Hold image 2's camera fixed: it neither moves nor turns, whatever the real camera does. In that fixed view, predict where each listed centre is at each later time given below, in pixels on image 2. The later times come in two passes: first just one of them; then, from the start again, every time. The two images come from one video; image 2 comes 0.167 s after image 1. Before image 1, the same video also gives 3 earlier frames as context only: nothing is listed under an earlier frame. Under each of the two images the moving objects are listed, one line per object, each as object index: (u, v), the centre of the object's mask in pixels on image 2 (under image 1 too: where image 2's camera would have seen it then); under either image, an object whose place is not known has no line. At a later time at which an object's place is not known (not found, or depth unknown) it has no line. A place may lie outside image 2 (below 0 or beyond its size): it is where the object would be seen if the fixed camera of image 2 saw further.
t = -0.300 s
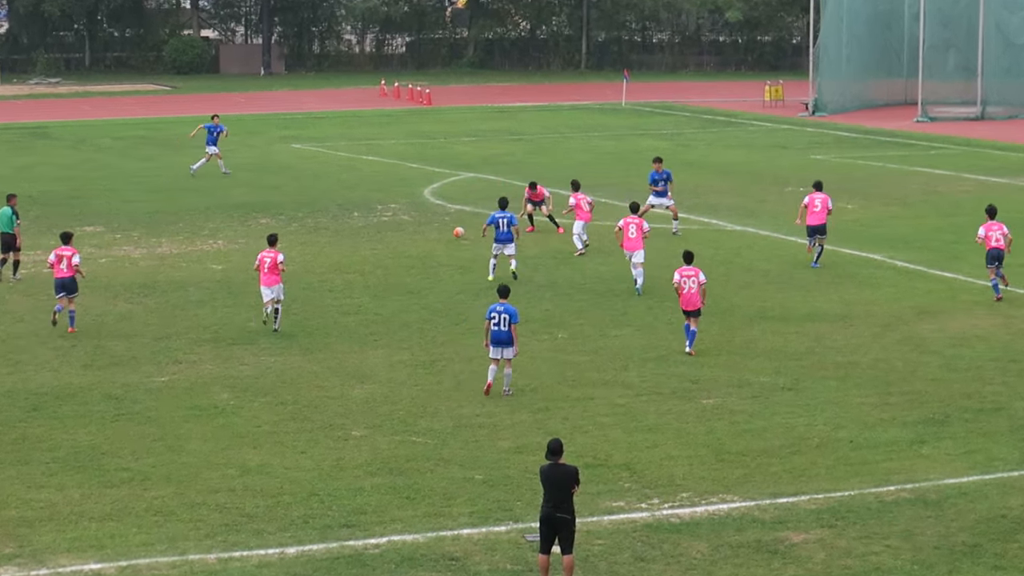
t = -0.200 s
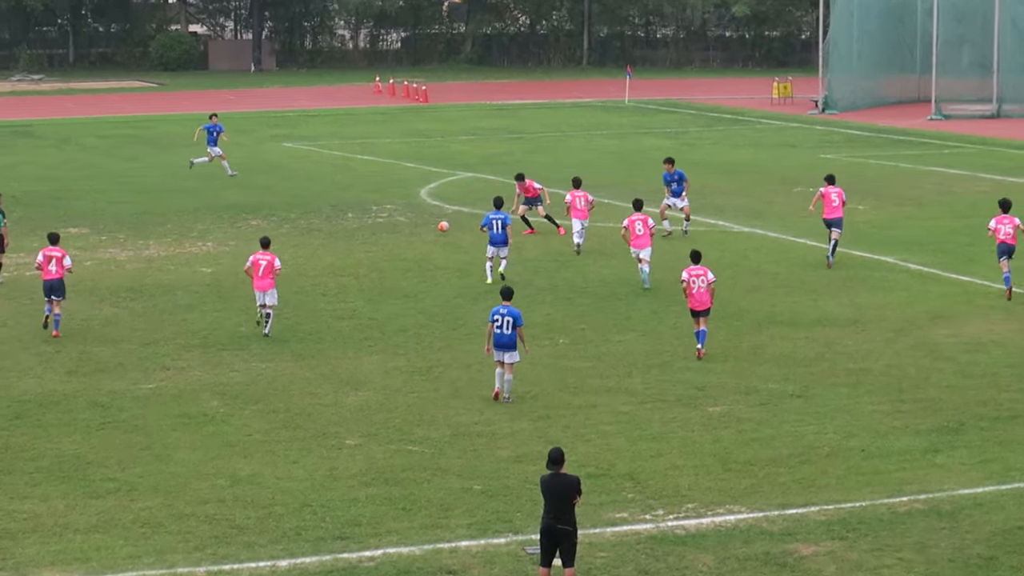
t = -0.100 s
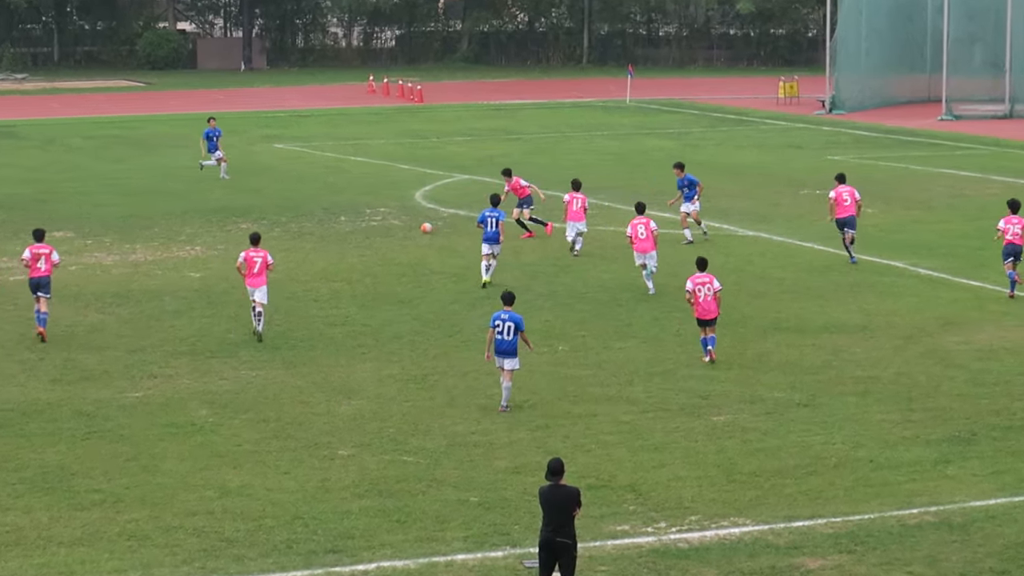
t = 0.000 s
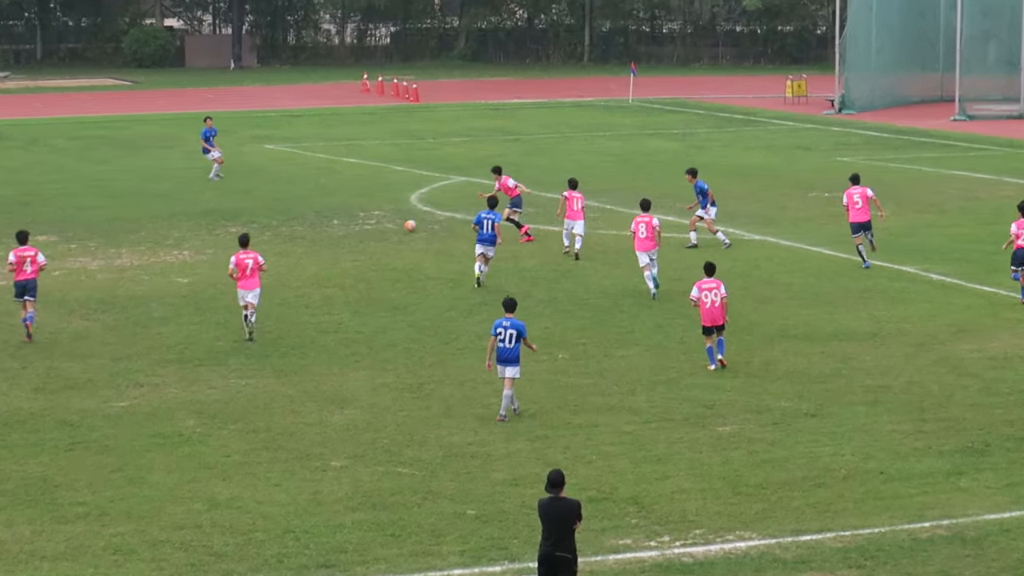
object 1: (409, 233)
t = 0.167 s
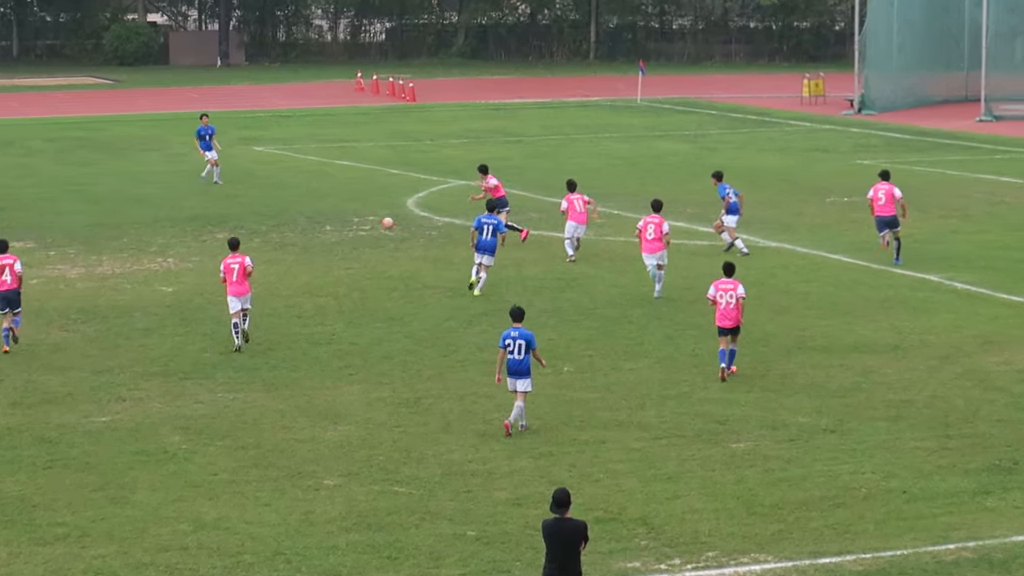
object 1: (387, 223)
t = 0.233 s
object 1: (380, 220)
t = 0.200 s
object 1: (384, 220)
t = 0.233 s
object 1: (380, 220)
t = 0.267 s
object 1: (375, 219)
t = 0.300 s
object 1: (370, 217)
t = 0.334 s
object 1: (366, 213)
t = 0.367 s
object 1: (362, 213)
